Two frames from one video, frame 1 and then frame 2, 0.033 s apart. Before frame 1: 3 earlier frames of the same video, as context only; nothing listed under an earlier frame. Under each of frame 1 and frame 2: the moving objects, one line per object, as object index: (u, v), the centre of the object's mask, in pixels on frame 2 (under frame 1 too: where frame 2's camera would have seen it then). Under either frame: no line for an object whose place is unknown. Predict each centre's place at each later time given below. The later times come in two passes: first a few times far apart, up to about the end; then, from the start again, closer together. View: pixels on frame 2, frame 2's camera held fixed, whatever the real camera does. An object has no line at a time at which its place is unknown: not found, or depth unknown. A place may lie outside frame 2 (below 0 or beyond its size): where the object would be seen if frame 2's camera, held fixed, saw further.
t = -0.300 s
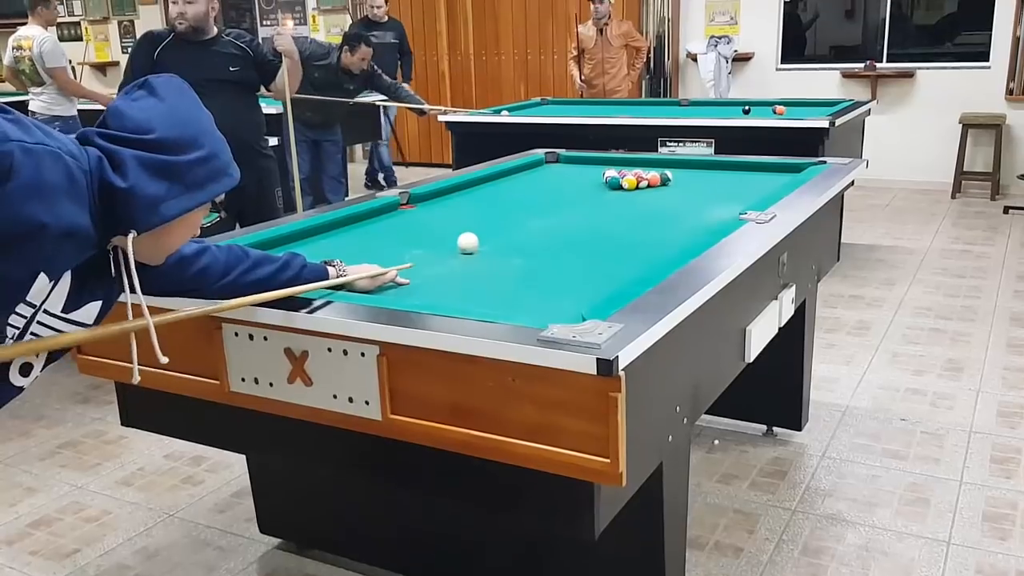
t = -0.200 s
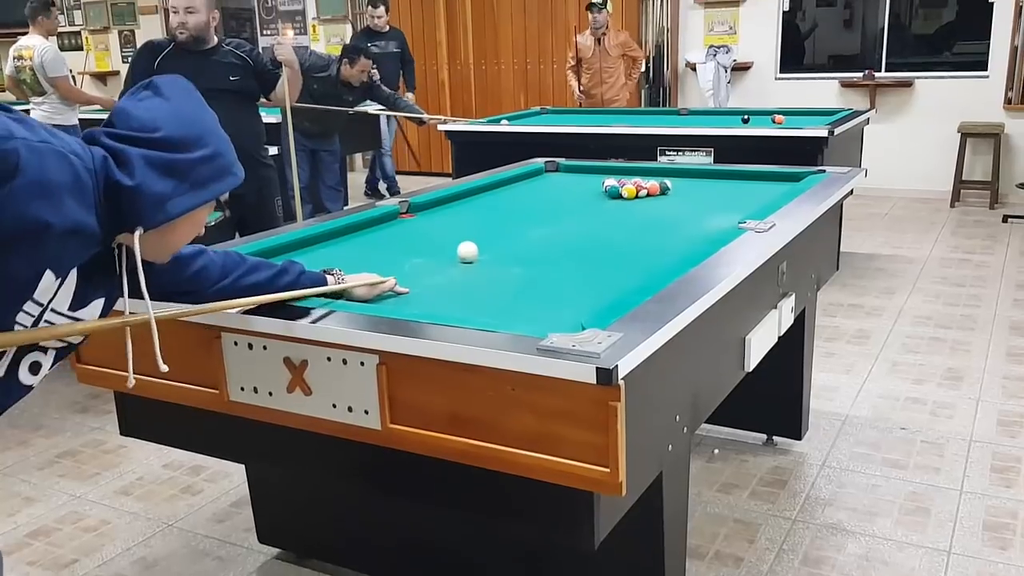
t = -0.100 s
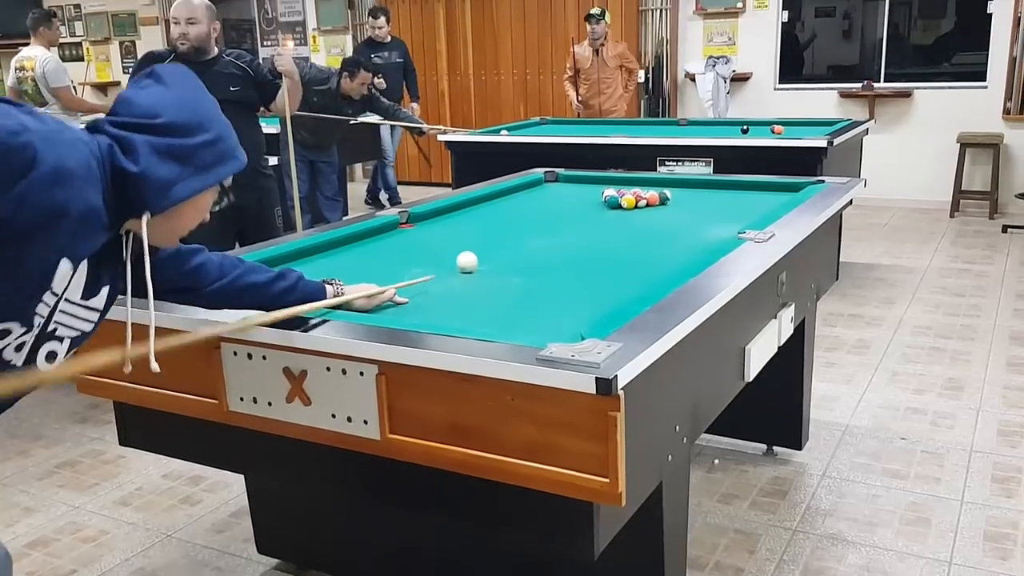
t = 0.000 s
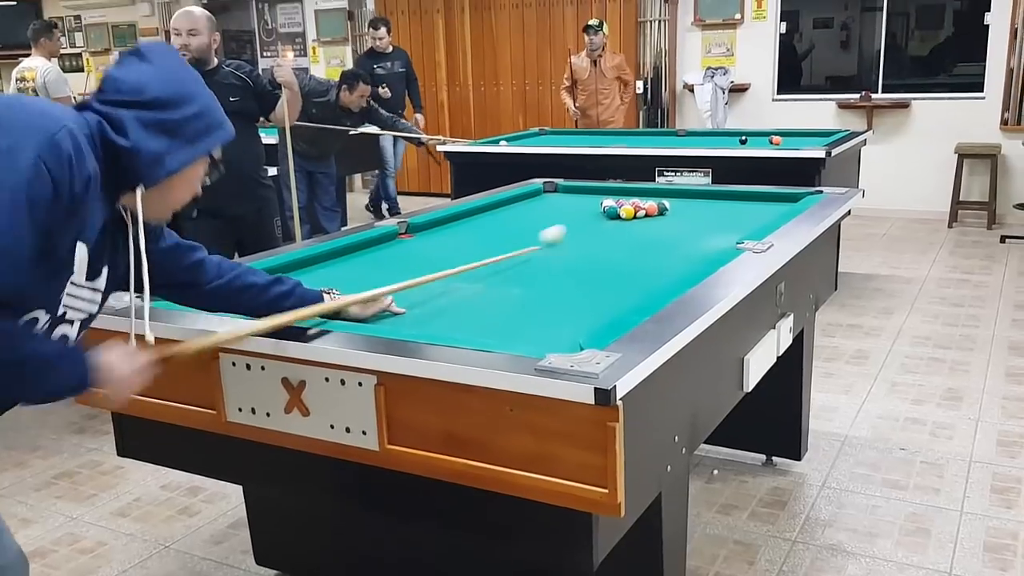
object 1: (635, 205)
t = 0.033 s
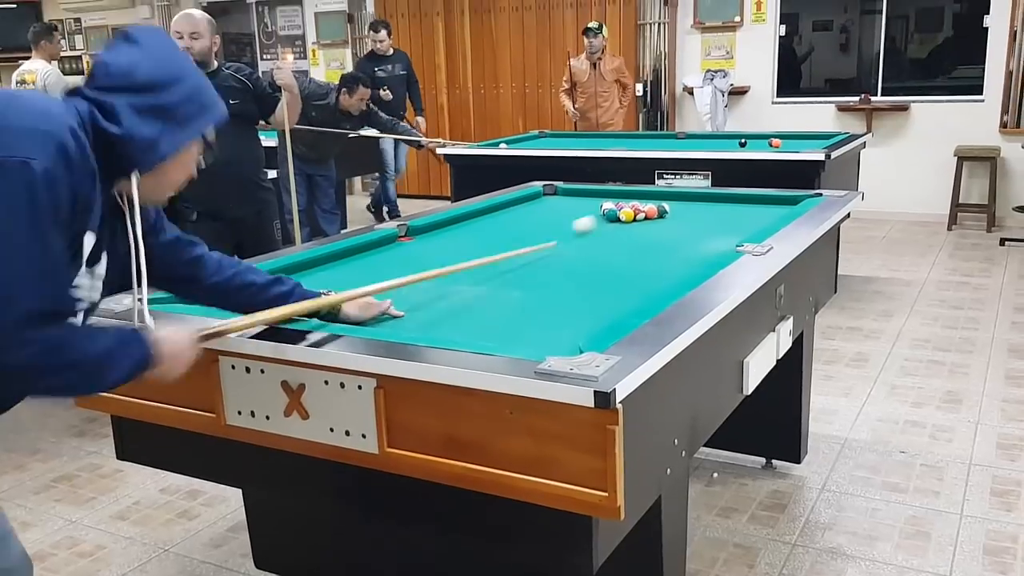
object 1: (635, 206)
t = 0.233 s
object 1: (645, 207)
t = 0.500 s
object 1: (654, 209)
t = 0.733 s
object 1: (661, 208)
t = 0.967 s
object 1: (664, 207)
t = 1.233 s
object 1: (650, 210)
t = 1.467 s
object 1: (644, 212)
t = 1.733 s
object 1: (636, 214)
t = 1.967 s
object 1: (630, 214)
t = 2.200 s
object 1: (625, 215)
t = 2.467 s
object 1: (623, 216)
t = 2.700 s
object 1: (623, 216)
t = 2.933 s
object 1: (624, 216)
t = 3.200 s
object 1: (624, 215)
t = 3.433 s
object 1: (623, 216)
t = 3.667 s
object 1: (624, 216)
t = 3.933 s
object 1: (623, 216)
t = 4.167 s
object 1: (623, 216)
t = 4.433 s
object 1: (623, 216)
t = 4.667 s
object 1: (623, 216)
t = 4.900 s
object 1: (624, 215)
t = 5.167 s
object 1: (624, 216)
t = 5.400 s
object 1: (623, 216)
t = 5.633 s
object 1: (623, 216)
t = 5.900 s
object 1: (624, 215)
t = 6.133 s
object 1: (624, 215)
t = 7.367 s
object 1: (624, 215)
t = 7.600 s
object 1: (624, 215)
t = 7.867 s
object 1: (625, 215)
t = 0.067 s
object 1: (636, 206)
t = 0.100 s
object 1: (638, 207)
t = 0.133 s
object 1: (640, 208)
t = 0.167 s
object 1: (642, 208)
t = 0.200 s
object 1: (643, 208)
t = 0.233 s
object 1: (645, 207)
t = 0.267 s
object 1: (647, 208)
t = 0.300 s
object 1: (653, 203)
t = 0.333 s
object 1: (648, 208)
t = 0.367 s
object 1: (649, 209)
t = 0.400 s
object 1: (651, 209)
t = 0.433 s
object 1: (652, 208)
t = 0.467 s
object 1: (653, 209)
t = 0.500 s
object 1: (654, 209)
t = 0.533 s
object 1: (655, 209)
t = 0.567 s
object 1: (657, 209)
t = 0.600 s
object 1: (658, 208)
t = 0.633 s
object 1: (659, 208)
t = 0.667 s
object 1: (660, 208)
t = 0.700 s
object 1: (661, 208)
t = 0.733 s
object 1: (661, 208)
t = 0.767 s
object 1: (662, 209)
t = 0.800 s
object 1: (663, 208)
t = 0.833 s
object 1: (663, 208)
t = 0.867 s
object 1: (664, 208)
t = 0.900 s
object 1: (666, 208)
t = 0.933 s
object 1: (667, 209)
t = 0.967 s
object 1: (664, 207)
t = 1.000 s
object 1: (663, 207)
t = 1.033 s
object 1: (662, 207)
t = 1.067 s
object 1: (660, 206)
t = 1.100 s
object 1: (657, 205)
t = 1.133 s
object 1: (654, 207)
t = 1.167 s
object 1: (652, 208)
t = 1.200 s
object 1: (651, 209)
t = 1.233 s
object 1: (650, 210)
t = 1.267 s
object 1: (649, 210)
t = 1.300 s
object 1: (648, 211)
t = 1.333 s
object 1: (648, 211)
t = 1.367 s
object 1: (647, 211)
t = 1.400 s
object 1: (646, 212)
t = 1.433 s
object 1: (645, 212)
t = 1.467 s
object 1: (644, 212)
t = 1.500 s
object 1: (643, 212)
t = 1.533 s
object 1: (642, 213)
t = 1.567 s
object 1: (641, 213)
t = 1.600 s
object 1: (640, 213)
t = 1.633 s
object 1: (639, 213)
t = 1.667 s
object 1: (638, 213)
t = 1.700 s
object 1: (637, 213)
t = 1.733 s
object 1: (636, 214)
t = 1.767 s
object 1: (635, 214)
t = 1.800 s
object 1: (634, 214)
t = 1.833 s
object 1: (633, 214)
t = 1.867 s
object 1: (633, 214)
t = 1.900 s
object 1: (632, 214)
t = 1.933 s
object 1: (631, 214)
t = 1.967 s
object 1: (630, 214)
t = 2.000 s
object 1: (629, 214)
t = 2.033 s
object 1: (629, 214)
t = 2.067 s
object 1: (628, 214)
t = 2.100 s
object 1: (627, 215)
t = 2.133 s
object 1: (626, 215)
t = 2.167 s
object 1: (626, 215)
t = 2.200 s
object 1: (625, 215)
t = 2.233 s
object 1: (625, 215)
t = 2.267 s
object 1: (624, 215)
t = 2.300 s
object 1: (624, 215)
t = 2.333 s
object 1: (624, 215)
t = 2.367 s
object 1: (623, 215)
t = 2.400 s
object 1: (623, 215)
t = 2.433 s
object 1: (623, 215)
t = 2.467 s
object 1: (623, 216)
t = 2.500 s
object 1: (623, 215)
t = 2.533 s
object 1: (623, 215)
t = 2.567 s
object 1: (623, 216)
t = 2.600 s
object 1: (623, 216)
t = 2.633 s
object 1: (623, 216)
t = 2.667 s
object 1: (623, 216)
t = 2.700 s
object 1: (623, 216)
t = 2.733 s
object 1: (623, 216)
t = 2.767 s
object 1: (623, 216)
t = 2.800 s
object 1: (624, 216)
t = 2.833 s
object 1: (623, 216)
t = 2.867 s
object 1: (624, 216)
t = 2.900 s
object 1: (624, 216)
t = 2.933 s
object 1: (624, 216)
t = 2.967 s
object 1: (624, 216)
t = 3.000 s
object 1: (624, 216)
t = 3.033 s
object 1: (624, 216)
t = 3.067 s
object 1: (624, 216)
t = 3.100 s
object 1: (624, 216)
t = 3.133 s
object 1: (624, 216)
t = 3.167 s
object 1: (624, 216)
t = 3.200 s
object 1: (624, 215)
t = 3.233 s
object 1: (624, 215)
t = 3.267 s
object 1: (624, 216)
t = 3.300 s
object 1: (624, 215)
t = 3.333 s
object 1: (624, 216)
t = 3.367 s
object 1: (624, 216)
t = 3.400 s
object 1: (624, 216)
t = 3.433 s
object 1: (623, 216)
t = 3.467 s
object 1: (624, 216)
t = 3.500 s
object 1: (624, 216)
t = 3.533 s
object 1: (624, 216)
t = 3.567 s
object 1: (624, 216)
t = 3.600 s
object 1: (624, 216)
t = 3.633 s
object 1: (623, 216)
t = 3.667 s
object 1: (624, 216)
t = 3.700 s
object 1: (623, 216)
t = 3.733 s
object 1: (623, 216)
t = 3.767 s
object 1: (624, 216)
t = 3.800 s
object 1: (623, 216)
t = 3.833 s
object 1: (624, 216)
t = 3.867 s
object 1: (623, 216)
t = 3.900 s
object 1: (623, 216)
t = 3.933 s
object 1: (623, 216)
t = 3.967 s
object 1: (623, 216)
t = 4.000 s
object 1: (624, 216)
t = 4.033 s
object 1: (624, 216)
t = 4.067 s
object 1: (623, 216)
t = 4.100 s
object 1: (623, 216)
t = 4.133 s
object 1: (624, 216)
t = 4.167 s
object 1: (623, 216)
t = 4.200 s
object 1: (623, 216)
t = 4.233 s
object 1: (623, 216)
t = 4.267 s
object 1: (624, 216)
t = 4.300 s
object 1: (624, 216)
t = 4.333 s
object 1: (624, 216)
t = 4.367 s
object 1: (624, 216)
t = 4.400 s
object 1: (623, 216)
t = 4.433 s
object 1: (623, 216)
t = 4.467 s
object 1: (623, 216)
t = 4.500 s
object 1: (623, 216)
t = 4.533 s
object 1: (623, 216)
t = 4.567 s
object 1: (623, 216)
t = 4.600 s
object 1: (623, 216)
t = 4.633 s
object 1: (623, 216)
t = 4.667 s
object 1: (623, 216)
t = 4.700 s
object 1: (623, 216)
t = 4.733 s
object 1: (624, 216)
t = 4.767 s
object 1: (624, 216)
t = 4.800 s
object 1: (624, 216)
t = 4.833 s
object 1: (624, 215)
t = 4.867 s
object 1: (624, 215)
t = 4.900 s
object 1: (624, 215)
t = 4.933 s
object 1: (623, 215)
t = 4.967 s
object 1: (624, 215)
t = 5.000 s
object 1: (624, 216)
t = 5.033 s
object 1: (624, 216)
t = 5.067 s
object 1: (624, 216)
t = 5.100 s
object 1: (624, 216)
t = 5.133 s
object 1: (624, 216)
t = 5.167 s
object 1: (624, 216)
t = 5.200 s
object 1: (624, 216)
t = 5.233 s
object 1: (624, 215)
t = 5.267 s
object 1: (624, 216)
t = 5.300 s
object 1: (624, 216)
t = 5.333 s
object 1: (624, 216)
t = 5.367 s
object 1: (623, 216)
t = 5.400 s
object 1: (623, 216)
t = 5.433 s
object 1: (624, 216)
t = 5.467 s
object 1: (624, 216)
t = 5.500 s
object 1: (624, 216)
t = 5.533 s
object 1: (624, 216)
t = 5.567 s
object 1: (623, 216)
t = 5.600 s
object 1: (624, 216)
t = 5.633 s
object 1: (623, 216)
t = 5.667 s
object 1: (624, 216)
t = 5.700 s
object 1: (624, 216)
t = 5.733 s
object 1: (624, 216)
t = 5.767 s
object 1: (623, 216)
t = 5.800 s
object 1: (623, 216)
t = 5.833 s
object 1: (624, 215)
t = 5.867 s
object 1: (624, 215)
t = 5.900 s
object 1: (624, 215)
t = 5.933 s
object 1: (624, 215)
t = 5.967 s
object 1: (624, 215)
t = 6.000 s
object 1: (624, 215)
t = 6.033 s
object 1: (624, 215)
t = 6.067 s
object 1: (624, 215)
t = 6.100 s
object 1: (624, 215)
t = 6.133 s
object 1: (624, 215)
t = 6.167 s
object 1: (624, 215)
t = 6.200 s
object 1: (624, 215)
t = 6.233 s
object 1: (624, 215)
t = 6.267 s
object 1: (624, 215)
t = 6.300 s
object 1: (624, 216)
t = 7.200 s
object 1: (624, 215)
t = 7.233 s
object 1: (624, 215)
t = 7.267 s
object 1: (624, 215)
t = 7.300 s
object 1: (624, 215)
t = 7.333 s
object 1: (624, 215)
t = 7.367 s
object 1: (624, 215)
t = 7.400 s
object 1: (624, 215)
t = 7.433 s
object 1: (624, 215)
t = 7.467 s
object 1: (624, 215)
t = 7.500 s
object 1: (624, 215)
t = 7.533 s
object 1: (624, 215)
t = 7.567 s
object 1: (624, 215)
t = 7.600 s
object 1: (624, 215)
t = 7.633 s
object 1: (624, 215)
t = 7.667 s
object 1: (624, 215)
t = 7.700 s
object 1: (625, 215)
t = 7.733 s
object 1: (625, 215)
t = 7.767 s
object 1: (624, 215)
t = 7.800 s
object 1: (624, 215)
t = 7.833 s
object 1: (625, 215)
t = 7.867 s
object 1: (625, 215)
